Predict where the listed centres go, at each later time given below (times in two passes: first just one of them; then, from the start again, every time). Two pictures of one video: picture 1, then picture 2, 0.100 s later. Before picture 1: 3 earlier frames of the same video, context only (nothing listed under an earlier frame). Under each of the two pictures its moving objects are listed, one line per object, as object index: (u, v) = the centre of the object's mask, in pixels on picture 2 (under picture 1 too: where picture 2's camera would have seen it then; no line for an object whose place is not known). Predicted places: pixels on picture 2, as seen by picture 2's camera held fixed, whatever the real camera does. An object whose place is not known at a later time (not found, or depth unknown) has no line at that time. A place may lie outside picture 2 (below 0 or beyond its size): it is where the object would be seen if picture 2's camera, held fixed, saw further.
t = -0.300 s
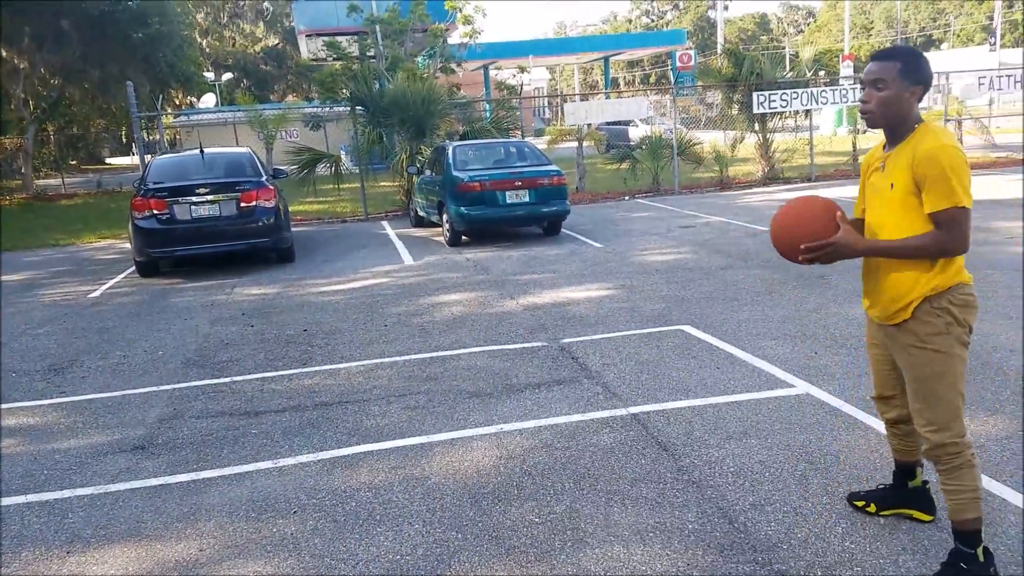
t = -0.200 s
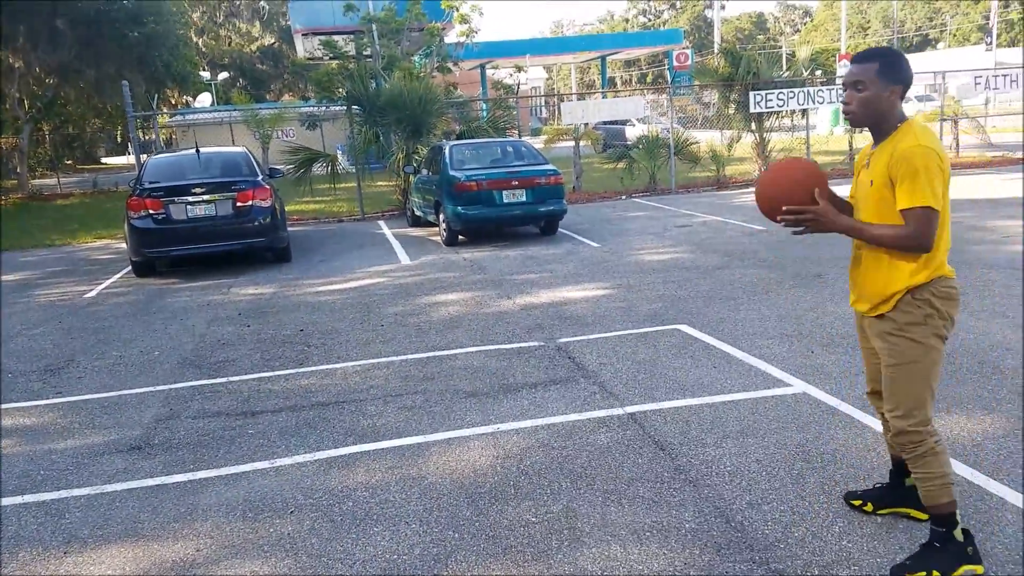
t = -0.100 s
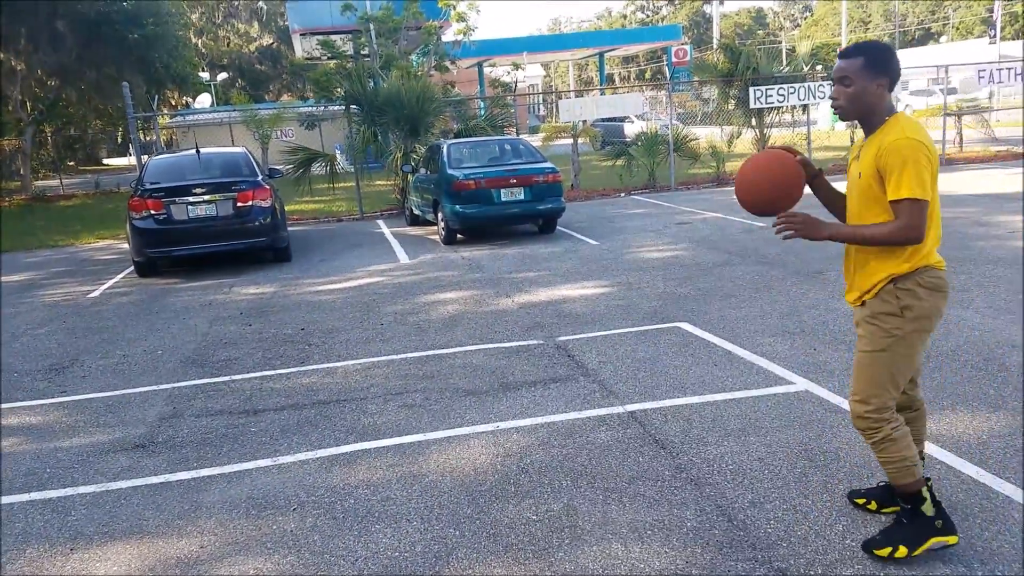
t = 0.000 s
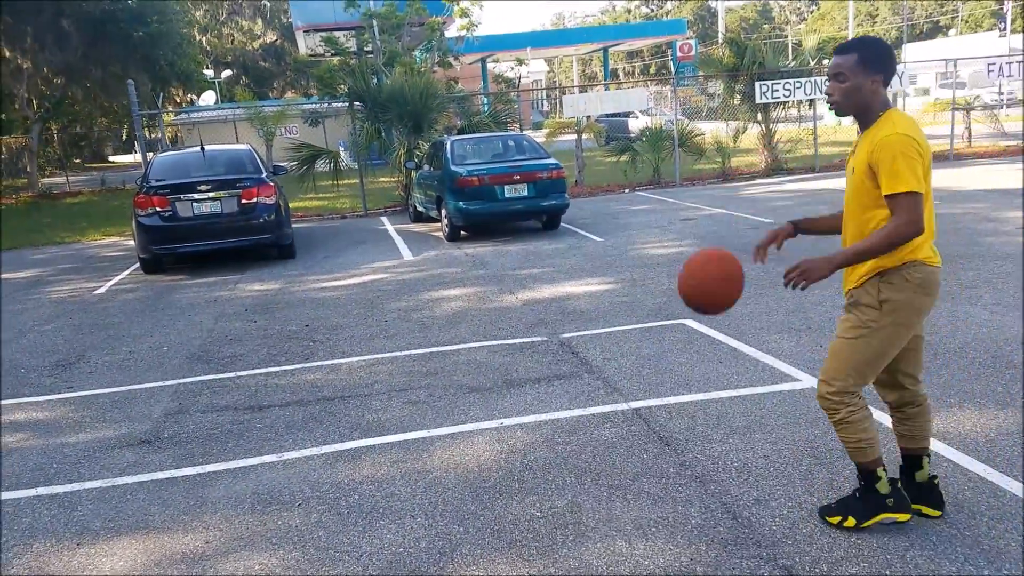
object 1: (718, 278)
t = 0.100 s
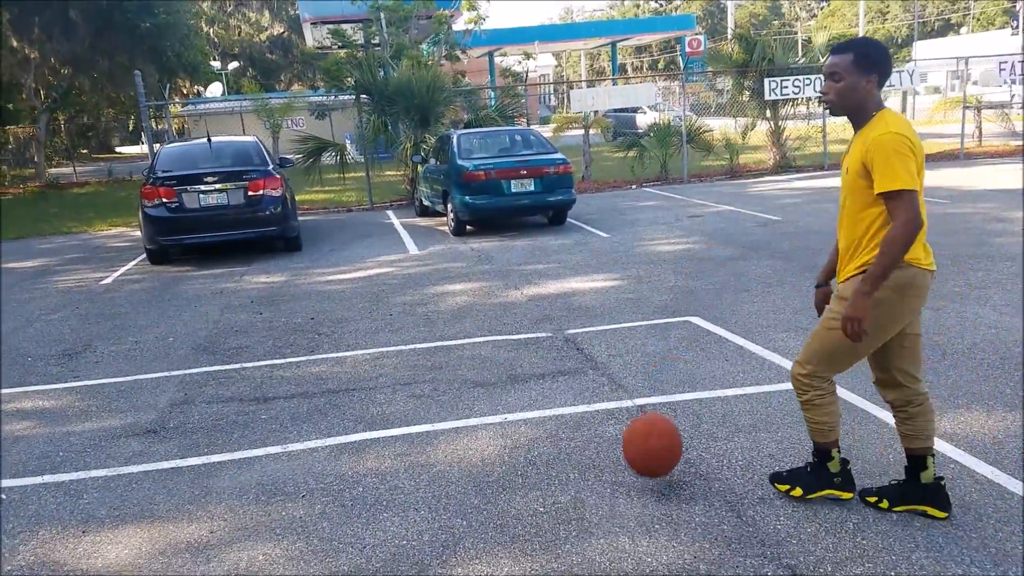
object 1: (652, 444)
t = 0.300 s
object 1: (612, 297)
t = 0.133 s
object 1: (642, 454)
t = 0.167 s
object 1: (635, 419)
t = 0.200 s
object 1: (628, 386)
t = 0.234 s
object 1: (621, 356)
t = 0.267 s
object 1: (616, 326)
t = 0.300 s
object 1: (612, 297)
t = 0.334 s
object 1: (606, 270)
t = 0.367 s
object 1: (601, 247)
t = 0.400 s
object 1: (595, 224)
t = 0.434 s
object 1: (590, 203)
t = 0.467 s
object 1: (586, 185)
